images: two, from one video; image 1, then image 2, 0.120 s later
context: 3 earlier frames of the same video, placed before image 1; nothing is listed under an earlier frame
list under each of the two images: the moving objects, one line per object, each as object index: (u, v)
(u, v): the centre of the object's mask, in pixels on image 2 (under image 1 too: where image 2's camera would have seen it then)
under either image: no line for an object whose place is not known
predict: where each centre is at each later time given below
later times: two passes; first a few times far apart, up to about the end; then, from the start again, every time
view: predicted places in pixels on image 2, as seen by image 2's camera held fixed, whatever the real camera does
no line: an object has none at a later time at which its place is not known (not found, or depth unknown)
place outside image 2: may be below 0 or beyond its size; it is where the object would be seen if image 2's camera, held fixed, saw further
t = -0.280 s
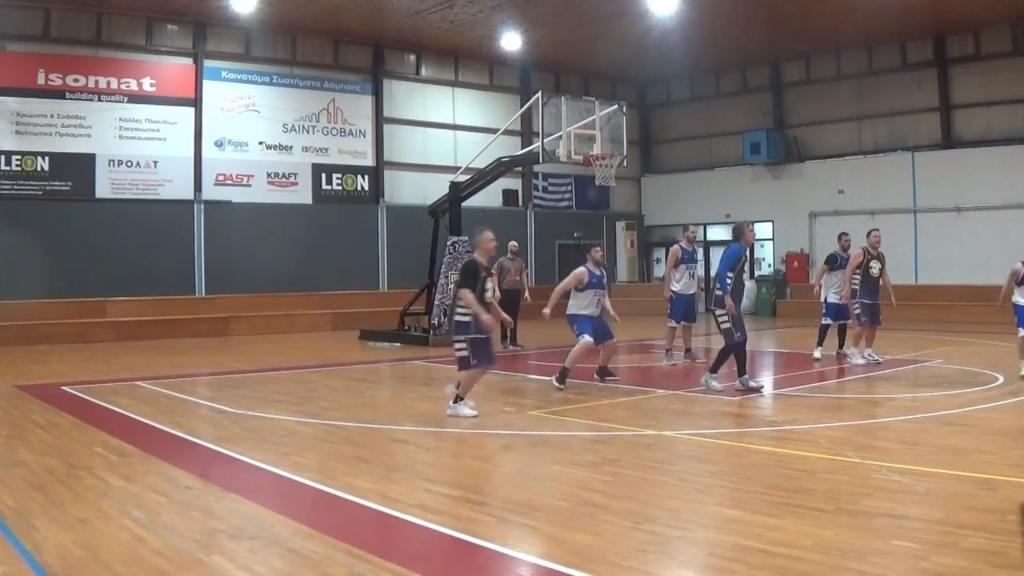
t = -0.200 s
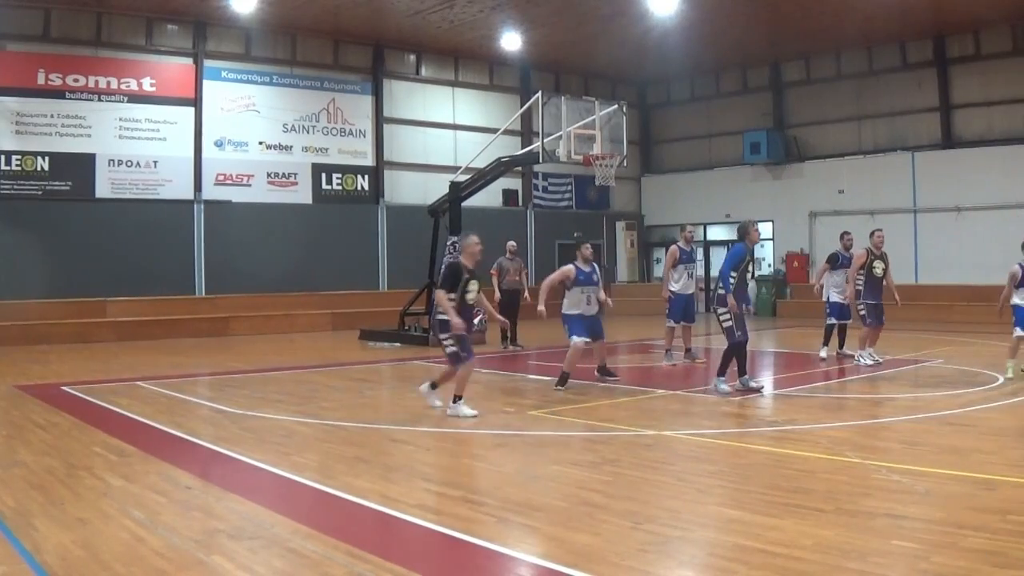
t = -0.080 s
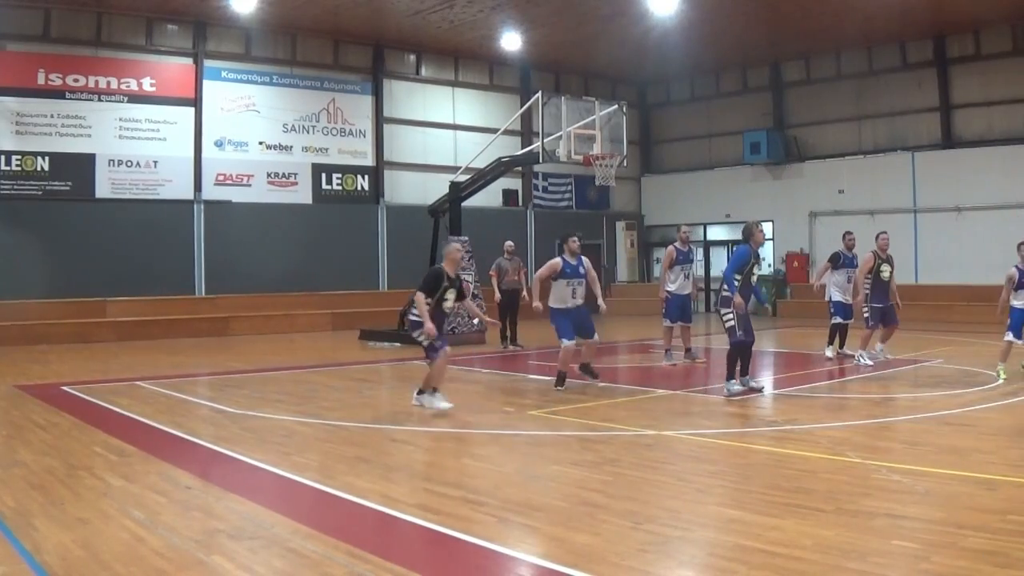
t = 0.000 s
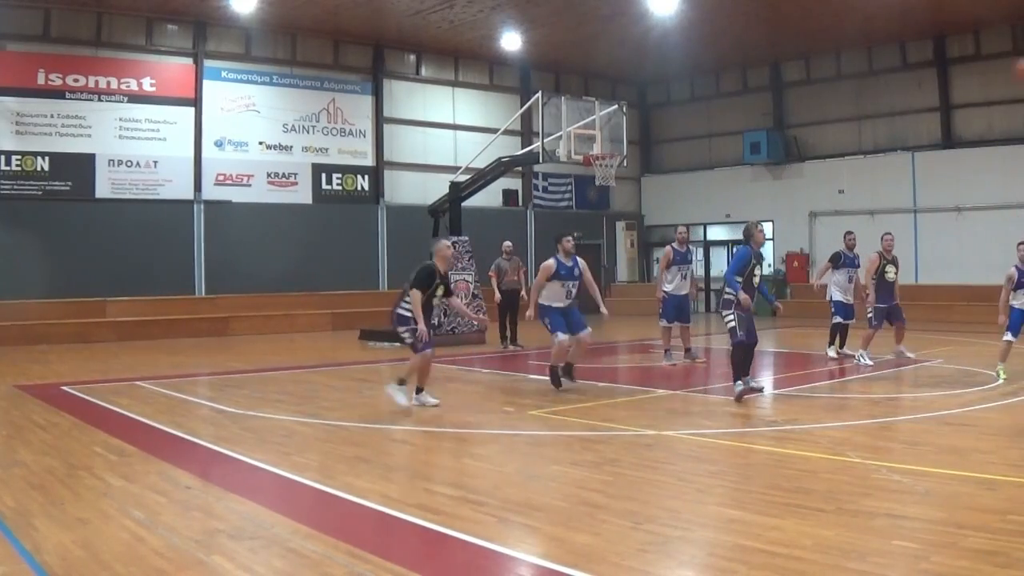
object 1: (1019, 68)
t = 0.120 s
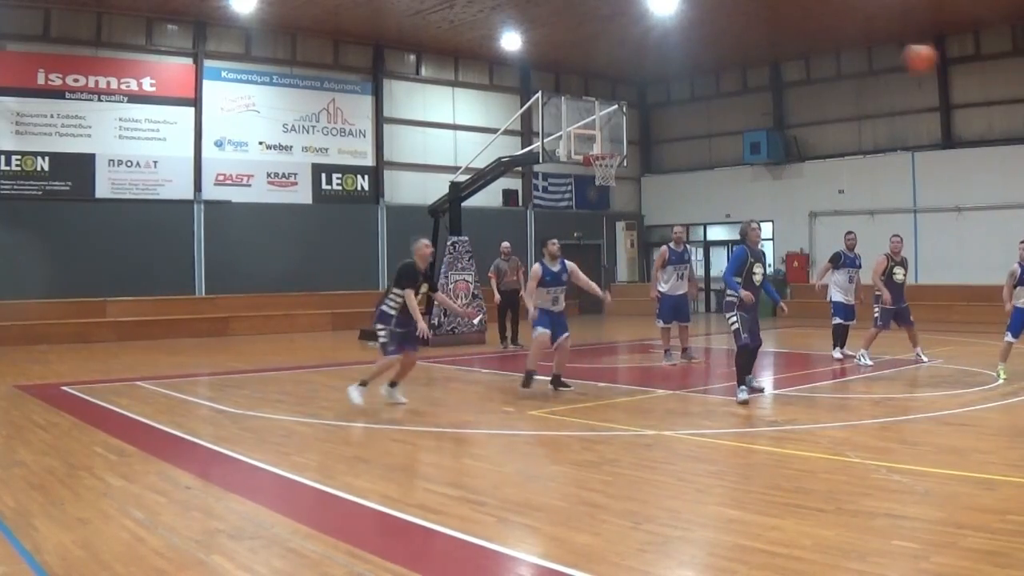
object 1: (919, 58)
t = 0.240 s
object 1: (803, 64)
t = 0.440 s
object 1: (612, 110)
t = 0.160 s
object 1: (882, 58)
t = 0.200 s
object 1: (842, 61)
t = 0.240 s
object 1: (803, 64)
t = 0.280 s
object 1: (765, 71)
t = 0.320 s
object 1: (726, 78)
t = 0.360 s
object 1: (688, 87)
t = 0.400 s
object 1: (650, 98)
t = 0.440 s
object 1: (612, 110)
